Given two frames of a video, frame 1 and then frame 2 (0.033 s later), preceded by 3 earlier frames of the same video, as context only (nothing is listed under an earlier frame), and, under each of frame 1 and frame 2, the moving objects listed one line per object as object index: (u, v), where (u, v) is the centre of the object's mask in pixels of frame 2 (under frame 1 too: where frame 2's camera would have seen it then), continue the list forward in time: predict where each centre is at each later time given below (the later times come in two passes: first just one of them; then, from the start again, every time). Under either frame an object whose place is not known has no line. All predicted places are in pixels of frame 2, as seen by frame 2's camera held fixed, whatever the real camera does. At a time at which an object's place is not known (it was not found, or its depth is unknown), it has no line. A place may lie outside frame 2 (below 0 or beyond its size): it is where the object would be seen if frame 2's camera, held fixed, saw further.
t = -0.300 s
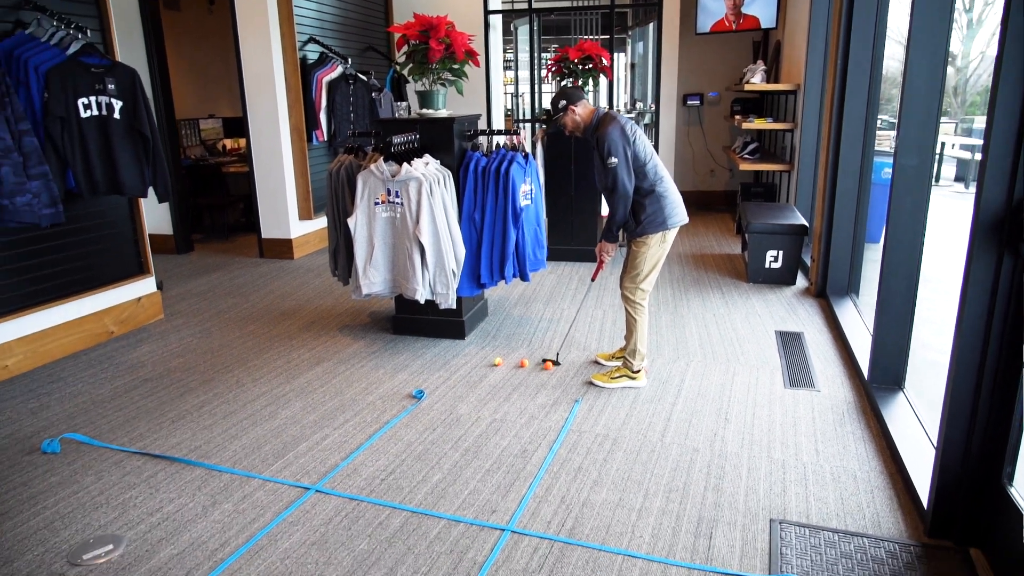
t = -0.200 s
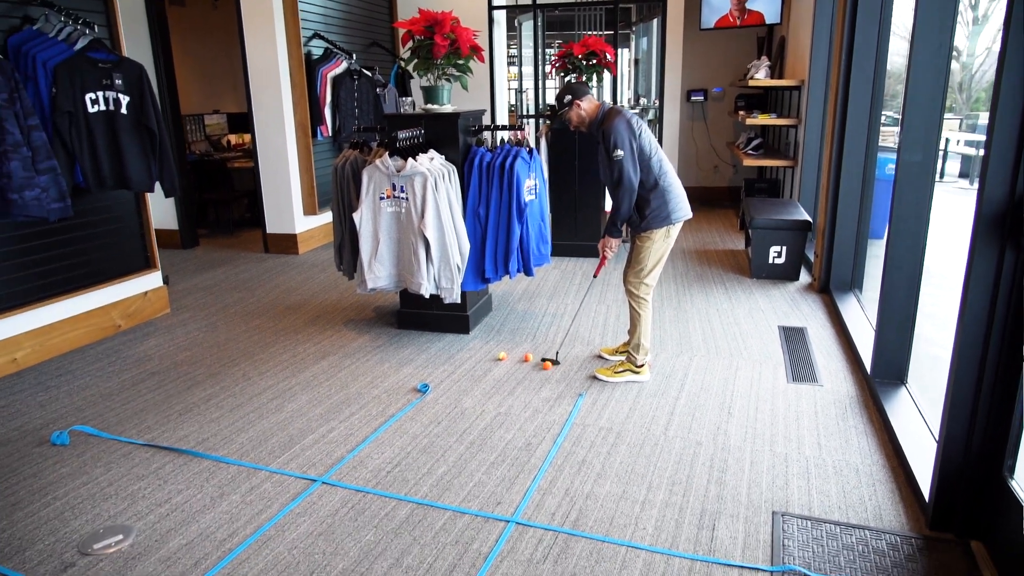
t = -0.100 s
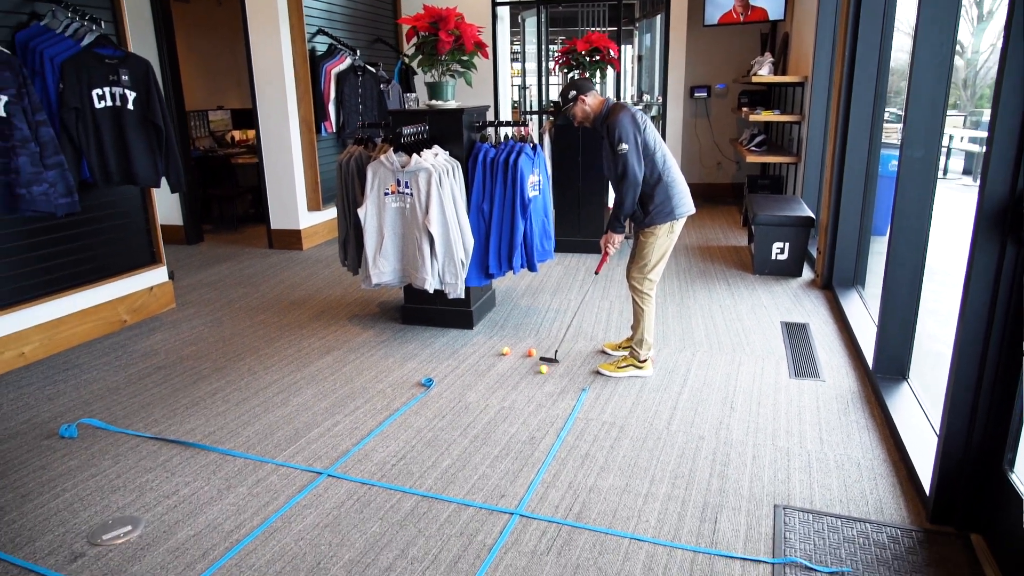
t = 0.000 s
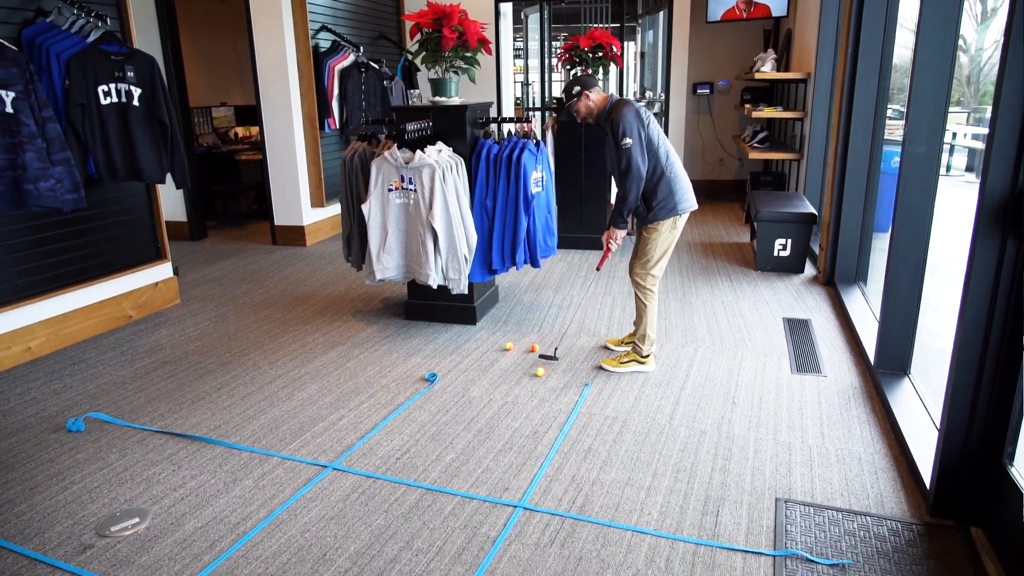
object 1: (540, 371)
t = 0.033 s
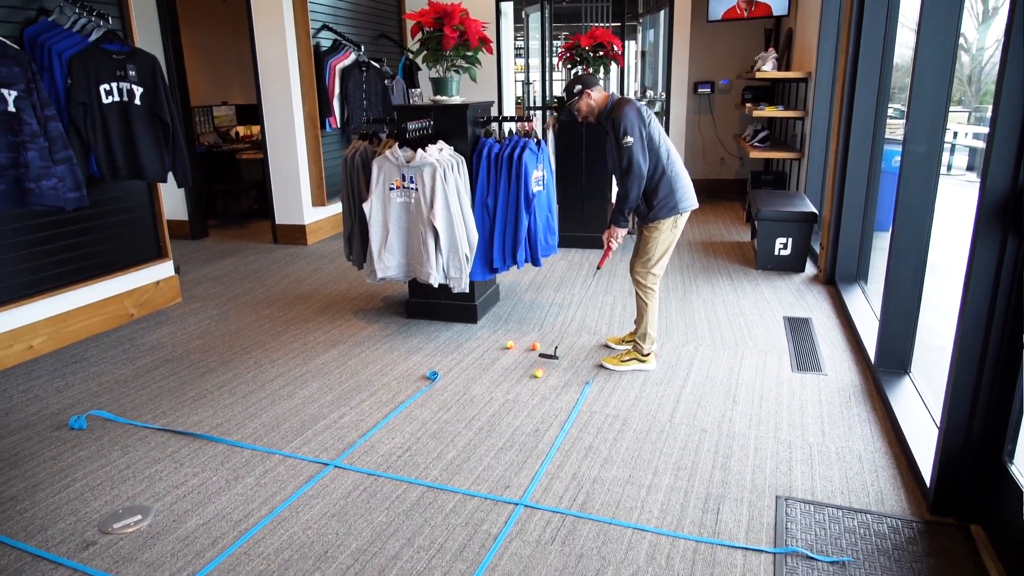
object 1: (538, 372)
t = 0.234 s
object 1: (524, 390)
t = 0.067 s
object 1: (537, 375)
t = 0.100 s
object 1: (535, 378)
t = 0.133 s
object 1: (531, 381)
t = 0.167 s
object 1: (529, 384)
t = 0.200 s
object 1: (526, 386)
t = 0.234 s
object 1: (524, 390)
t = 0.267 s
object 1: (522, 393)
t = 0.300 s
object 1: (519, 395)
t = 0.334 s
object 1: (516, 398)
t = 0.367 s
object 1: (513, 401)
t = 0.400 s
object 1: (511, 404)
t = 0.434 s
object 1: (509, 406)
